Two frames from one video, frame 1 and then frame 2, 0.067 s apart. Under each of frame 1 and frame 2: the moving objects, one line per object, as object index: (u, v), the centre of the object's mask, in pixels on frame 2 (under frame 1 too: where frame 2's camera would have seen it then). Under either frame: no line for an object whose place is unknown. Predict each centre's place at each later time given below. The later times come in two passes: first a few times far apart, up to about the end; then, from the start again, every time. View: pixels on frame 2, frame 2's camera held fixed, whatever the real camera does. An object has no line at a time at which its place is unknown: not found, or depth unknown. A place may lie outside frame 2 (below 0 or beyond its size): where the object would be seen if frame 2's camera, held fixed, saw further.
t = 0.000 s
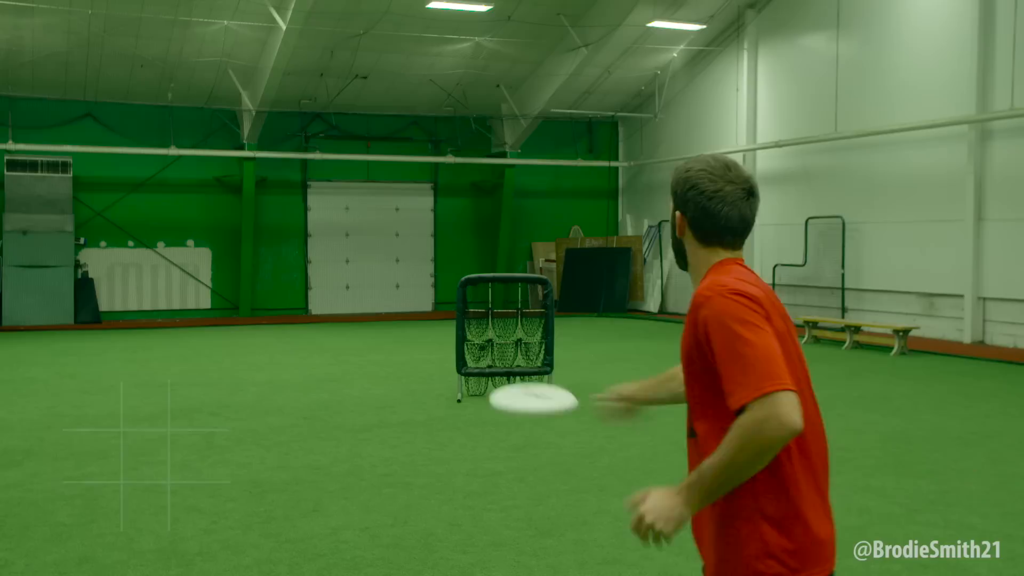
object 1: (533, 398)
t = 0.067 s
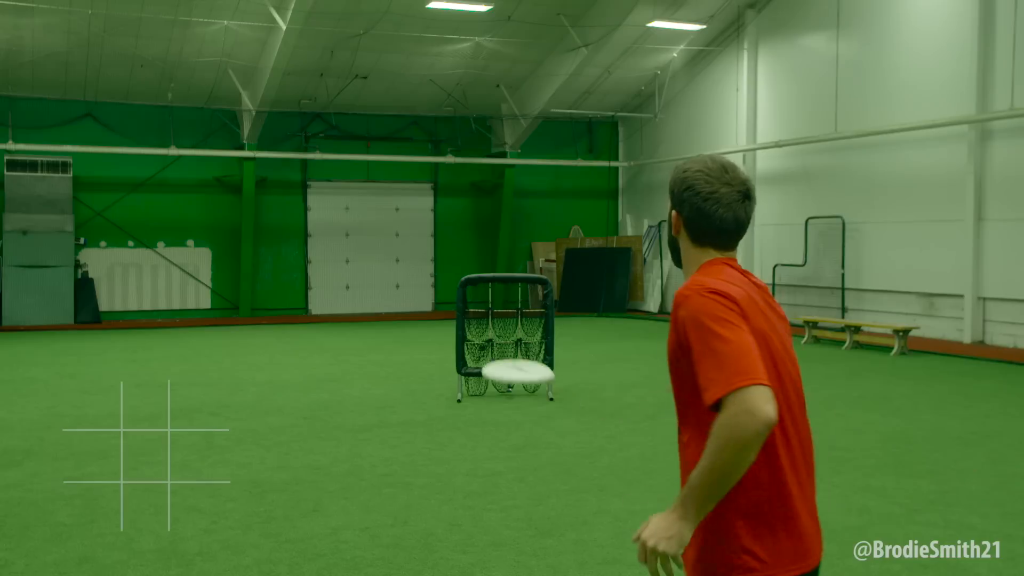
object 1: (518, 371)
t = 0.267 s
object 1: (495, 332)
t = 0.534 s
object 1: (485, 318)
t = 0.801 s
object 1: (483, 318)
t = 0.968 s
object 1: (477, 324)
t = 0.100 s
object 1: (512, 362)
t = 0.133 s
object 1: (507, 353)
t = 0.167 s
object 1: (504, 346)
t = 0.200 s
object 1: (500, 340)
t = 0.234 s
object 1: (497, 336)
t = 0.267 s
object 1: (495, 332)
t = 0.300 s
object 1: (493, 328)
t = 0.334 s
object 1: (491, 326)
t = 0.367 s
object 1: (490, 324)
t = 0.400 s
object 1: (489, 322)
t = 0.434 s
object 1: (487, 321)
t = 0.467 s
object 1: (487, 320)
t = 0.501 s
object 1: (486, 319)
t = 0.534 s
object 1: (485, 318)
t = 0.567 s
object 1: (485, 318)
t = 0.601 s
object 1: (484, 318)
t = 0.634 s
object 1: (484, 318)
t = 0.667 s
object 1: (484, 318)
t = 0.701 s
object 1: (483, 318)
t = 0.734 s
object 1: (483, 318)
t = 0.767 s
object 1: (483, 318)
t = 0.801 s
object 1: (483, 318)
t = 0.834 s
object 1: (479, 319)
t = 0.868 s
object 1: (476, 319)
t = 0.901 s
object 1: (478, 320)
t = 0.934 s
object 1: (478, 321)
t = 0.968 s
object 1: (477, 324)
